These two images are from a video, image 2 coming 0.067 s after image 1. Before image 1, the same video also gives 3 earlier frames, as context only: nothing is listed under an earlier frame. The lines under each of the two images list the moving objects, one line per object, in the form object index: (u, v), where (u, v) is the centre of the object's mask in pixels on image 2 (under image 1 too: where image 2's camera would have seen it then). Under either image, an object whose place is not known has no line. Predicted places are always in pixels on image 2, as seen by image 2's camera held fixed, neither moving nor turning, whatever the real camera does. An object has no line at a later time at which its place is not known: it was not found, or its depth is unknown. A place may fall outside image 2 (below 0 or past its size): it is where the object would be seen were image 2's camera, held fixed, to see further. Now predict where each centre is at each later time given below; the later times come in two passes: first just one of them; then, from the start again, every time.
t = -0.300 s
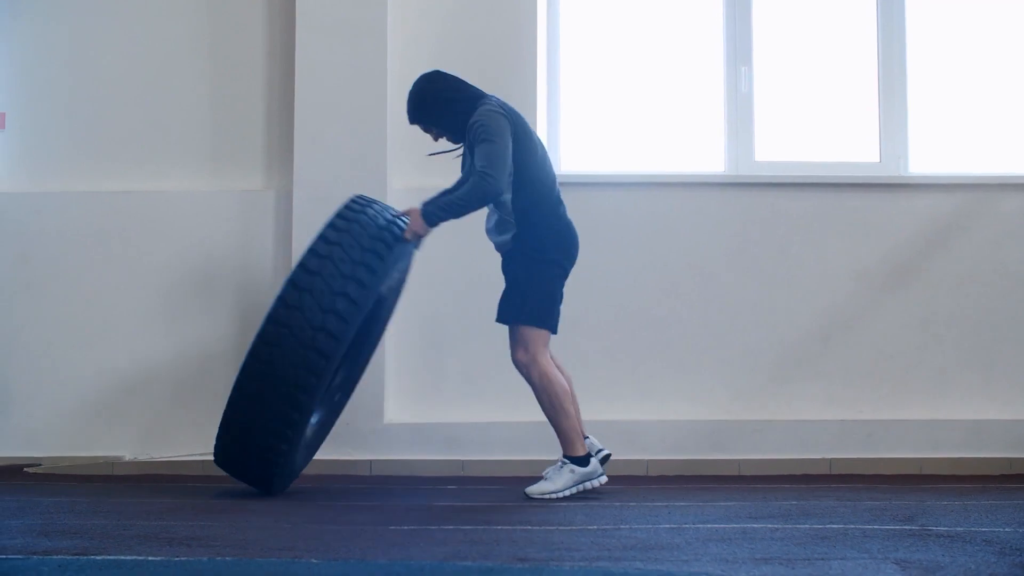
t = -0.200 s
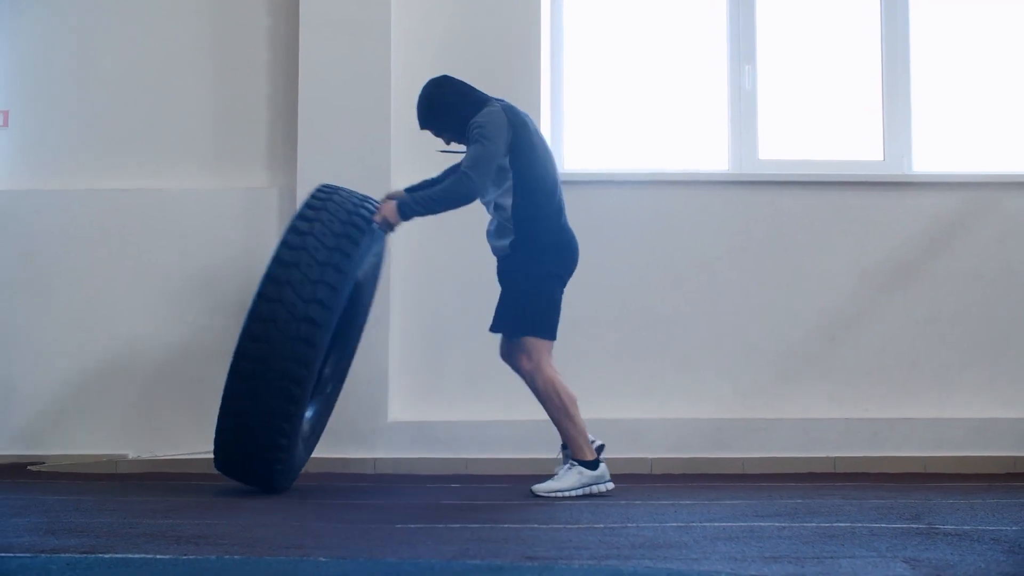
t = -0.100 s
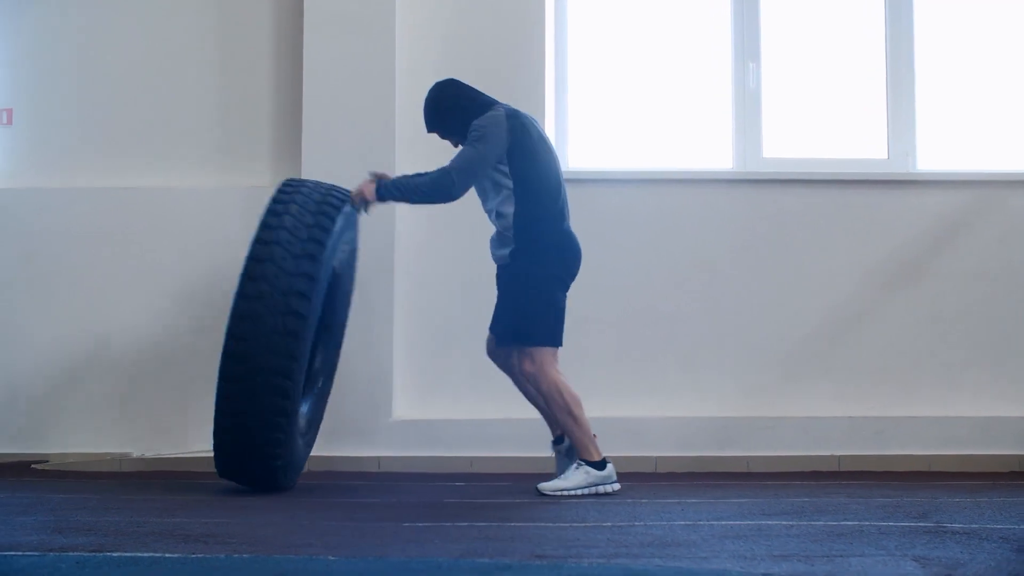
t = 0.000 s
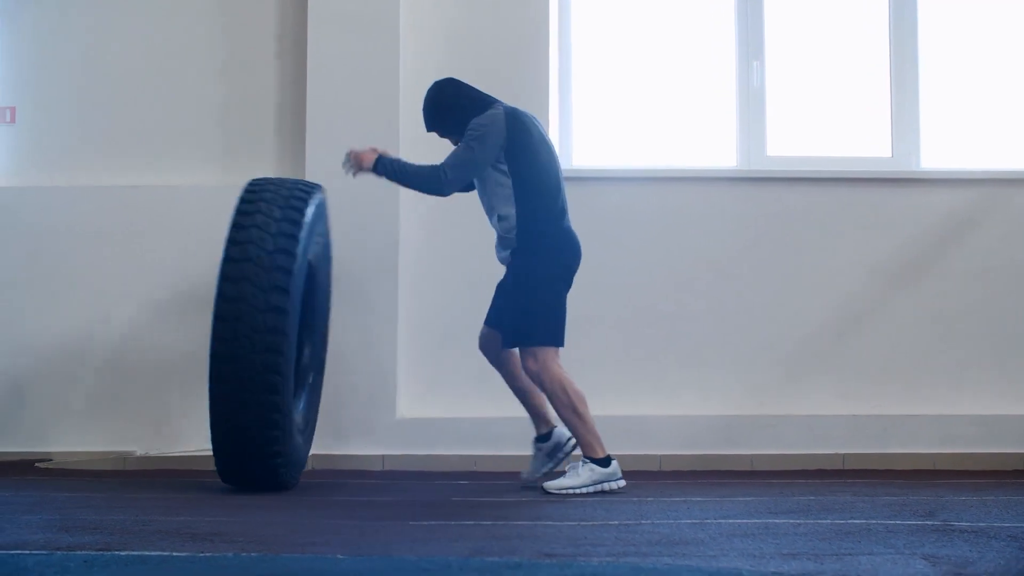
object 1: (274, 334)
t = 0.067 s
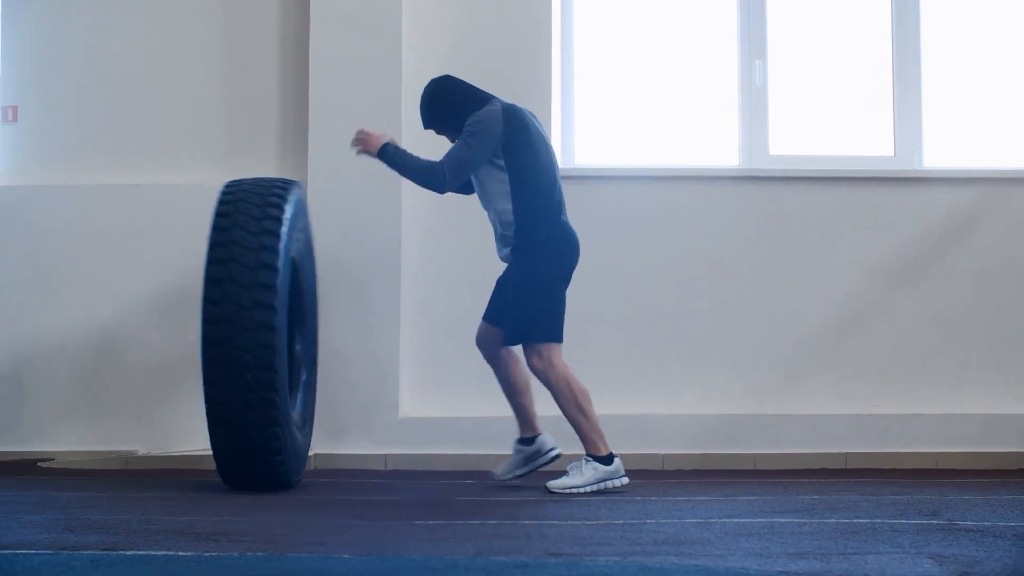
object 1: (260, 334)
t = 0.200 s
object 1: (233, 334)
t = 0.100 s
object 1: (254, 335)
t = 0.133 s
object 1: (247, 335)
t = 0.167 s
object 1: (240, 334)
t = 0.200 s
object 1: (233, 334)
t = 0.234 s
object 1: (226, 334)
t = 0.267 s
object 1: (220, 334)
